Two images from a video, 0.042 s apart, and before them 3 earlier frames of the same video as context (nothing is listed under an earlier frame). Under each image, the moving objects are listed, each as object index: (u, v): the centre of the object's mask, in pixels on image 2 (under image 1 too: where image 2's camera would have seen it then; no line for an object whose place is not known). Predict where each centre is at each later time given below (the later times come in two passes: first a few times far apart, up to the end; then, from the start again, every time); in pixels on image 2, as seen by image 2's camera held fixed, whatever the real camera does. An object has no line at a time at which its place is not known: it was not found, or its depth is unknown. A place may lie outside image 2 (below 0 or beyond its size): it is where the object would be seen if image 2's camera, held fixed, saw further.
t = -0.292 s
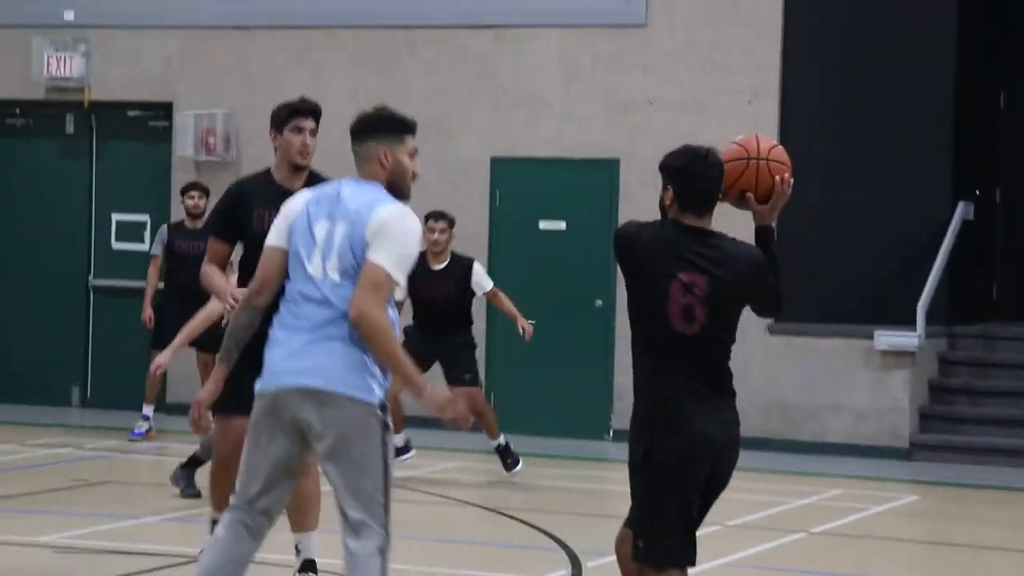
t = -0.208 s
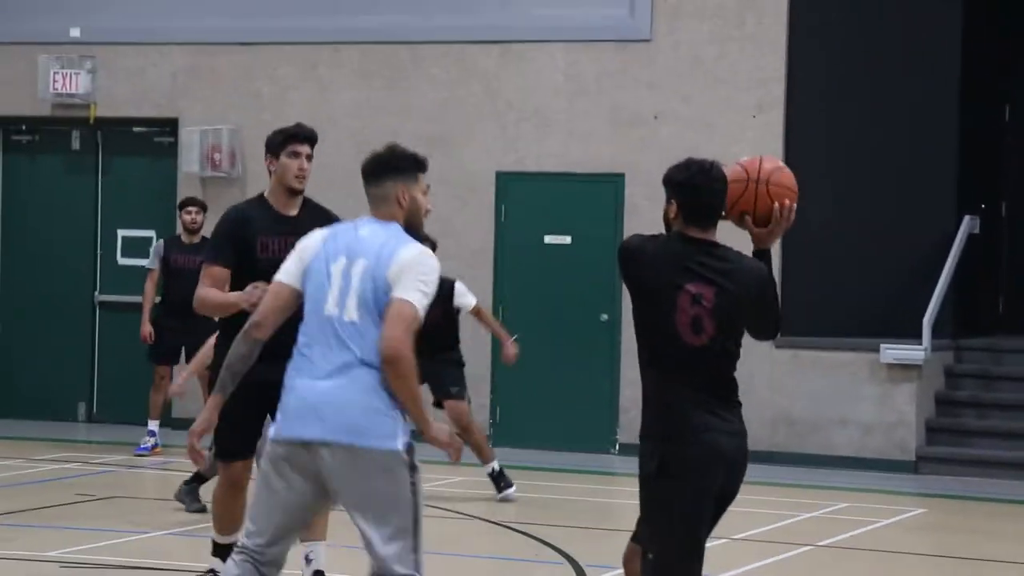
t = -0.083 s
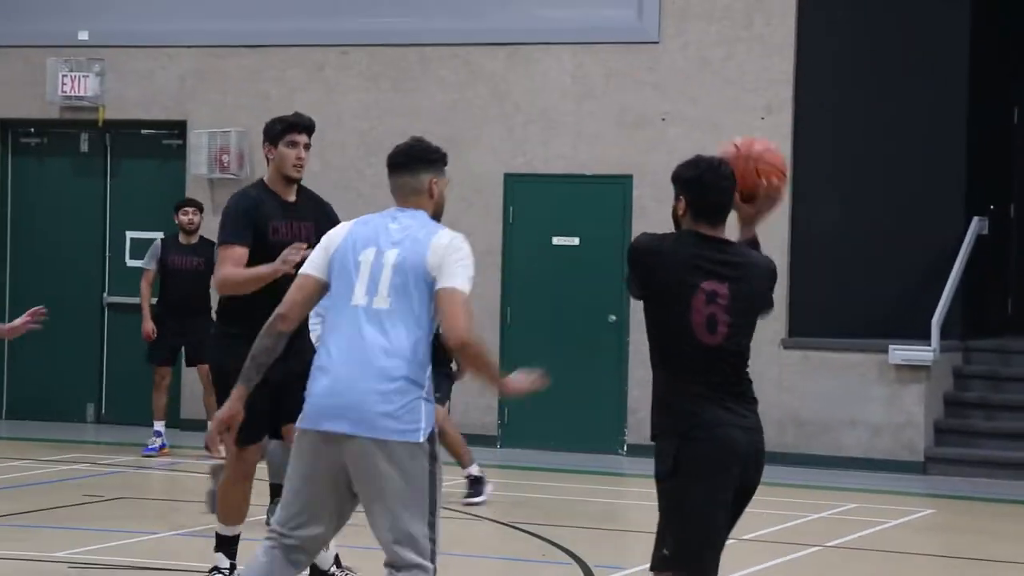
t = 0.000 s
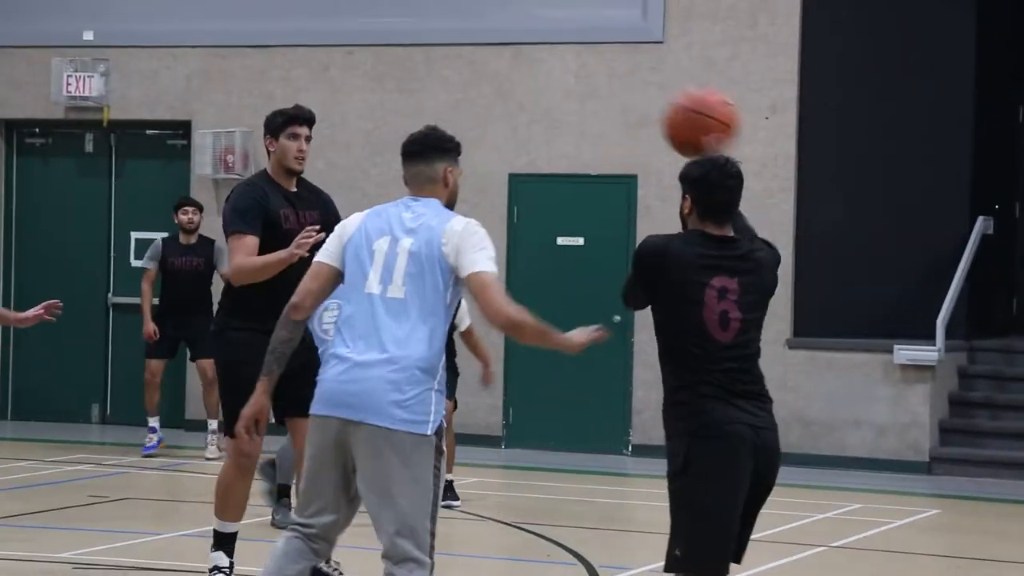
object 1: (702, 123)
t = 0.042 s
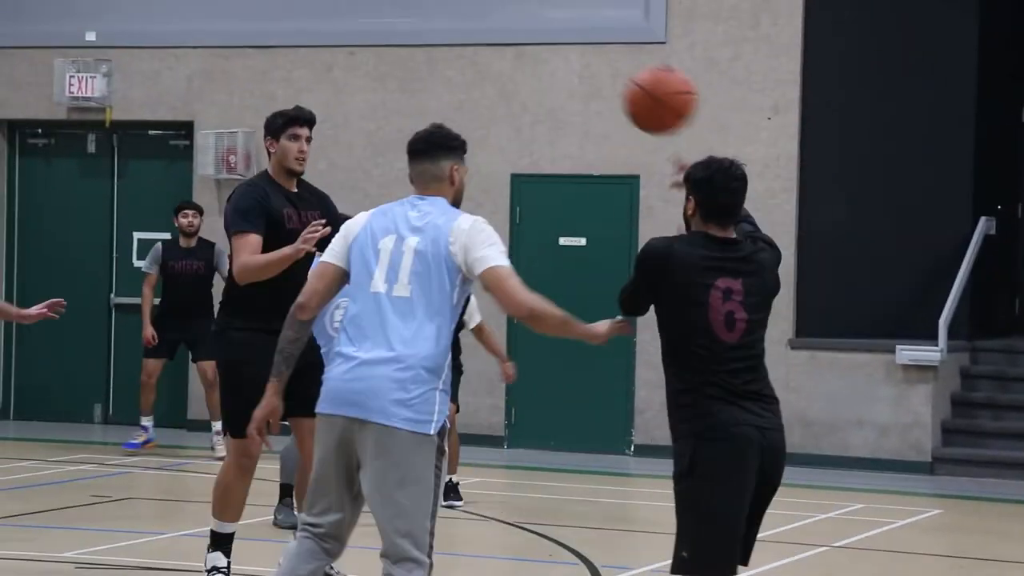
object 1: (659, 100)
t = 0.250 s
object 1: (475, 60)
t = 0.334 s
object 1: (412, 77)
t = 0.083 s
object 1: (619, 81)
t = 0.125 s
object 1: (580, 68)
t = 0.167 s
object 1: (544, 61)
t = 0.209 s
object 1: (509, 58)
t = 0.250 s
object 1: (475, 60)
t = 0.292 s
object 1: (443, 67)
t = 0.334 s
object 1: (412, 77)
